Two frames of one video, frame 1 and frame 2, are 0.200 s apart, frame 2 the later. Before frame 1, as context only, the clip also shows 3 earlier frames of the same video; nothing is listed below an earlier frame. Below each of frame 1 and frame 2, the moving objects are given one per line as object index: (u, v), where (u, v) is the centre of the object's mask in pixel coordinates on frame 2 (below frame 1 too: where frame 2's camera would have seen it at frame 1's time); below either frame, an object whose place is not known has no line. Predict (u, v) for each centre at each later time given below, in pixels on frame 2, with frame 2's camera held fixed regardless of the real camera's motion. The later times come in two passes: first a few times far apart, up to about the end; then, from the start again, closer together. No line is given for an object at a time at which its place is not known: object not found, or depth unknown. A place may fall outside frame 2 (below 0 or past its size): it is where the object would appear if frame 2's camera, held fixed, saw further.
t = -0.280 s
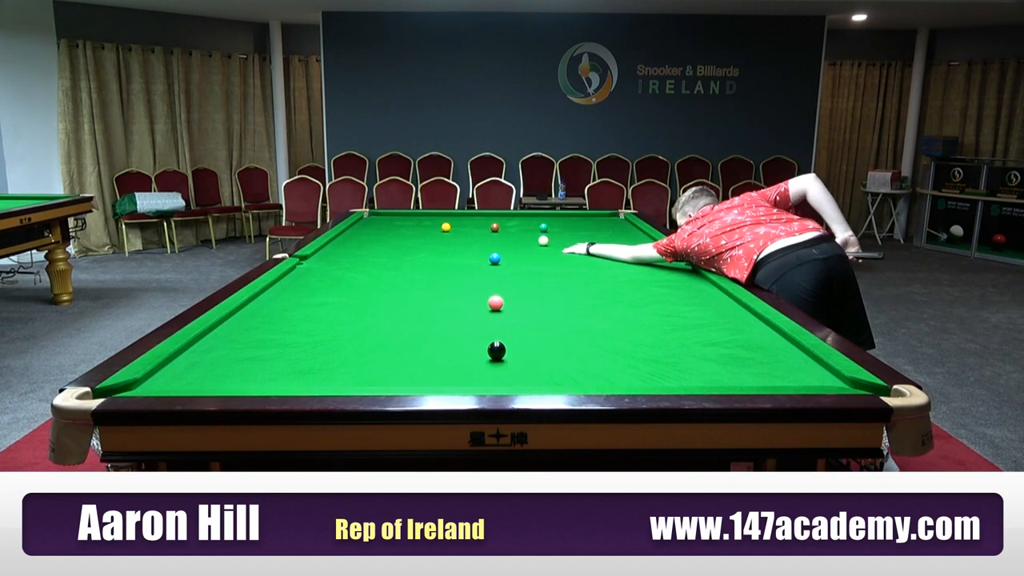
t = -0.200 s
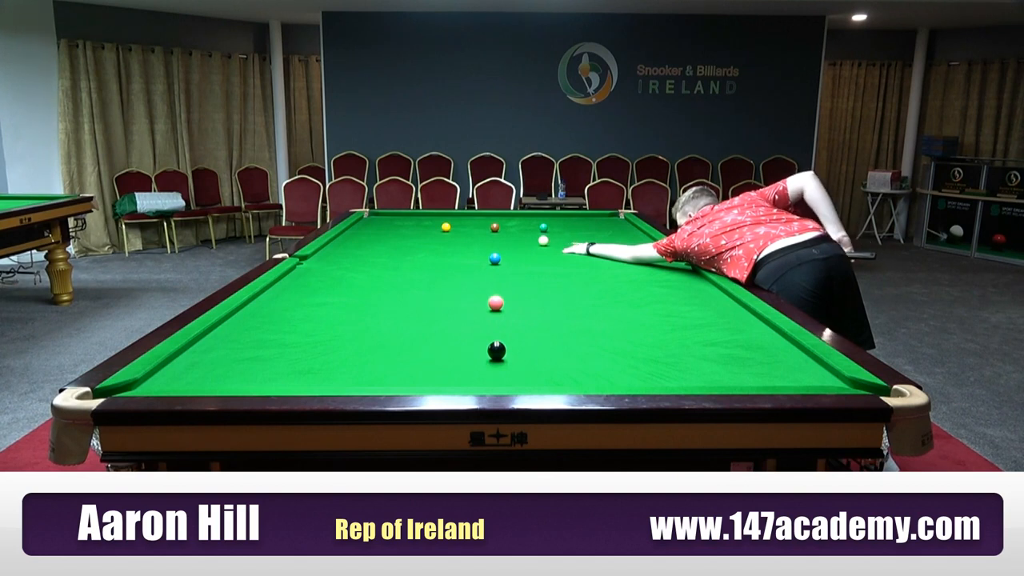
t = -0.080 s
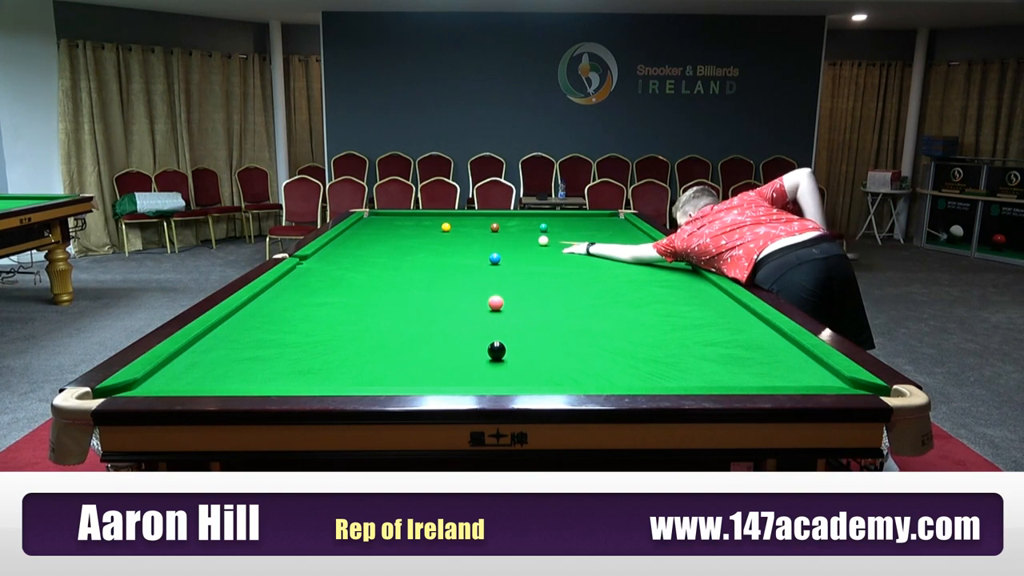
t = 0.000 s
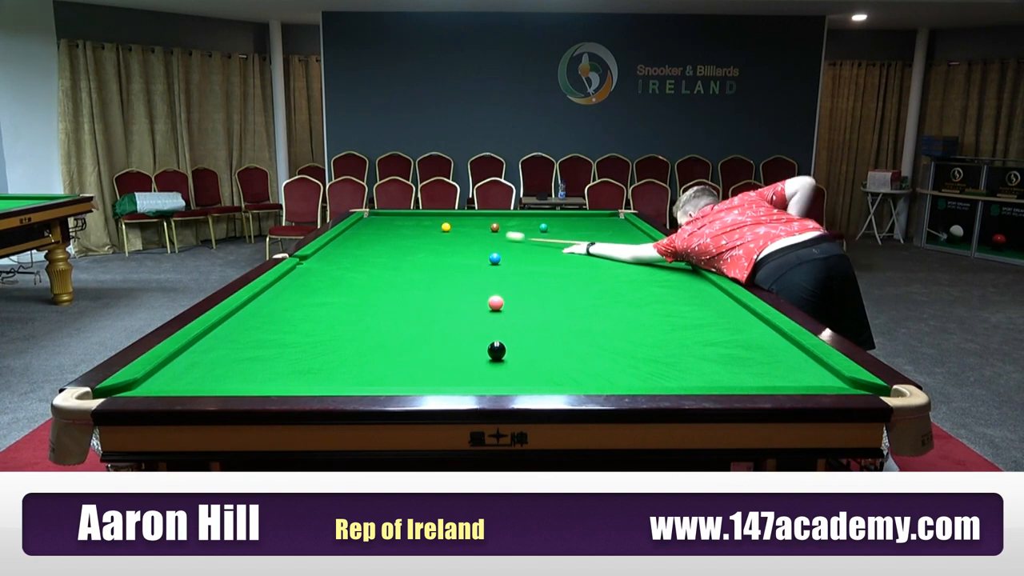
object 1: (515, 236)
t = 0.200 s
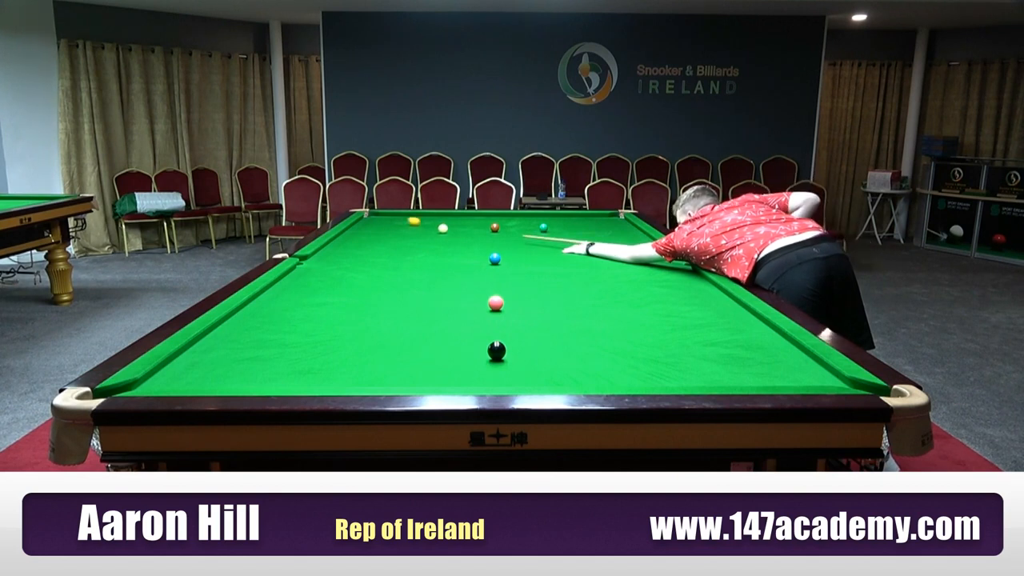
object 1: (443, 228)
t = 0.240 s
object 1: (439, 228)
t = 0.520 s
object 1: (415, 229)
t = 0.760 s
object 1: (396, 229)
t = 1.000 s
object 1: (377, 230)
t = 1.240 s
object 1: (358, 231)
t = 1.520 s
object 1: (349, 231)
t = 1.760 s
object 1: (359, 232)
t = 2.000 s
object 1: (368, 233)
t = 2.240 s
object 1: (376, 234)
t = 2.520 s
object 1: (385, 234)
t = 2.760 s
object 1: (392, 235)
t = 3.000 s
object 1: (399, 235)
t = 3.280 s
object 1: (406, 236)
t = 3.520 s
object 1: (411, 236)
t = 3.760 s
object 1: (416, 236)
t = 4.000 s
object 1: (420, 237)
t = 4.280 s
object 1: (423, 237)
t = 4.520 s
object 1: (425, 237)
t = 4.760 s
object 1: (427, 237)
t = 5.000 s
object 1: (428, 237)
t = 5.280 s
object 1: (428, 238)
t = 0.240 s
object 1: (439, 228)
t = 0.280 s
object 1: (436, 228)
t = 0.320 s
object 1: (432, 228)
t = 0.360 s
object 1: (429, 229)
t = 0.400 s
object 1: (425, 229)
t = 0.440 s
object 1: (422, 229)
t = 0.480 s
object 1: (419, 229)
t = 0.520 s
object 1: (415, 229)
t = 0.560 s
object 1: (412, 229)
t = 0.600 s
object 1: (409, 229)
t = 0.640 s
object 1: (406, 229)
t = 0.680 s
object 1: (402, 229)
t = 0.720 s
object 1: (399, 229)
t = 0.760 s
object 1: (396, 229)
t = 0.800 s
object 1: (392, 230)
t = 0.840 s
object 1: (389, 230)
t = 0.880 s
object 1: (386, 230)
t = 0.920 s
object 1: (383, 230)
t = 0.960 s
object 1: (380, 230)
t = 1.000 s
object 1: (377, 230)
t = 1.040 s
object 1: (374, 230)
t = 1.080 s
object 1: (370, 230)
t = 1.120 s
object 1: (367, 230)
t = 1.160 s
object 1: (364, 230)
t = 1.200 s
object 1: (361, 231)
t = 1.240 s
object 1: (358, 231)
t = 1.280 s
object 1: (355, 231)
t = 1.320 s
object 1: (352, 231)
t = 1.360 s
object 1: (349, 231)
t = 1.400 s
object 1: (347, 231)
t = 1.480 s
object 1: (348, 231)
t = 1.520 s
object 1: (349, 231)
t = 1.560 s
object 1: (351, 231)
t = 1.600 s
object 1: (352, 232)
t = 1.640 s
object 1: (354, 232)
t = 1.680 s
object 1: (356, 232)
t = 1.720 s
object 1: (357, 232)
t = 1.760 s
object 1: (359, 232)
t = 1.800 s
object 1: (360, 232)
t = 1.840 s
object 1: (362, 232)
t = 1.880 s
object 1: (363, 232)
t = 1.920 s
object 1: (365, 232)
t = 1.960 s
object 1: (366, 233)
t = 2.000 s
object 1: (368, 233)
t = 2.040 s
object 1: (369, 232)
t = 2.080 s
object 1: (371, 233)
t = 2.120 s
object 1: (372, 233)
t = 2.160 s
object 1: (373, 233)
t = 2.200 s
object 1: (375, 233)
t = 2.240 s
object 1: (376, 234)
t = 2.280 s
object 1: (377, 234)
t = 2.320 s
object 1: (379, 234)
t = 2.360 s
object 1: (380, 234)
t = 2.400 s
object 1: (381, 234)
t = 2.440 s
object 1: (383, 234)
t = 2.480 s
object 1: (384, 234)
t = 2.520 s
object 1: (385, 234)
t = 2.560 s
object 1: (386, 234)
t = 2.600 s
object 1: (388, 235)
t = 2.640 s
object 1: (389, 235)
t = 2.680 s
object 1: (390, 235)
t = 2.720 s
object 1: (391, 235)
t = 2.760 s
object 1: (392, 235)
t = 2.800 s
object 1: (394, 235)
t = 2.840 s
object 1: (395, 235)
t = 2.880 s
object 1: (396, 235)
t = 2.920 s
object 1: (397, 235)
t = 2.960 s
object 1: (398, 235)
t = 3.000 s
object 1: (399, 235)
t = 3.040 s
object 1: (400, 235)
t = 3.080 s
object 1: (401, 236)
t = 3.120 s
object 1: (402, 236)
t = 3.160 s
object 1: (403, 236)
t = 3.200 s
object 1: (404, 236)
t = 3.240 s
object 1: (405, 236)
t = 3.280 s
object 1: (406, 236)
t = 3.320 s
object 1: (407, 236)
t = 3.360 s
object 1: (408, 236)
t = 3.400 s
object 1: (409, 236)
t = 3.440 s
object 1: (410, 236)
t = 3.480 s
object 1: (410, 236)
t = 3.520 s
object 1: (411, 236)
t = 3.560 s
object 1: (412, 236)
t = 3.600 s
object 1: (413, 236)
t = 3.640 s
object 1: (414, 236)
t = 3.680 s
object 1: (414, 236)
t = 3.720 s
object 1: (415, 236)
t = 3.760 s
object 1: (416, 236)
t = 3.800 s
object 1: (416, 237)
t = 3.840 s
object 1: (417, 237)
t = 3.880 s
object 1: (418, 237)
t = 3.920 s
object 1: (418, 237)
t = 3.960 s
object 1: (419, 237)
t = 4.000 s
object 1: (420, 237)
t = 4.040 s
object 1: (420, 237)
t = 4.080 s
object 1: (421, 237)
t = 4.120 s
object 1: (421, 237)
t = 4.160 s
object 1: (422, 237)
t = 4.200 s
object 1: (422, 237)
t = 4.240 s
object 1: (423, 237)
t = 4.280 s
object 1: (423, 237)
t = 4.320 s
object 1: (424, 237)
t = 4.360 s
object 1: (424, 237)
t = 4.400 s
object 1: (424, 237)
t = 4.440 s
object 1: (425, 237)
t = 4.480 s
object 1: (425, 237)
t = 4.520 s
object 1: (425, 237)
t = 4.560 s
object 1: (426, 237)
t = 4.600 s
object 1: (426, 237)
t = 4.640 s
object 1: (426, 237)
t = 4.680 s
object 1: (426, 237)
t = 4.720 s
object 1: (427, 237)
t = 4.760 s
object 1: (427, 237)
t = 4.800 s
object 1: (427, 237)
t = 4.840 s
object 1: (427, 237)
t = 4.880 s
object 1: (427, 237)
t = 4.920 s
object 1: (428, 237)
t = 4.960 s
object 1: (428, 237)
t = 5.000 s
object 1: (428, 237)
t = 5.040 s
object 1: (428, 238)
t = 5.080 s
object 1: (428, 238)
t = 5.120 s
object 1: (428, 238)
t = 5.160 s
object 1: (428, 238)
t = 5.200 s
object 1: (428, 238)
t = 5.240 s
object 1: (428, 238)
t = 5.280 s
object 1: (428, 238)
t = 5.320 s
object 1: (428, 238)
